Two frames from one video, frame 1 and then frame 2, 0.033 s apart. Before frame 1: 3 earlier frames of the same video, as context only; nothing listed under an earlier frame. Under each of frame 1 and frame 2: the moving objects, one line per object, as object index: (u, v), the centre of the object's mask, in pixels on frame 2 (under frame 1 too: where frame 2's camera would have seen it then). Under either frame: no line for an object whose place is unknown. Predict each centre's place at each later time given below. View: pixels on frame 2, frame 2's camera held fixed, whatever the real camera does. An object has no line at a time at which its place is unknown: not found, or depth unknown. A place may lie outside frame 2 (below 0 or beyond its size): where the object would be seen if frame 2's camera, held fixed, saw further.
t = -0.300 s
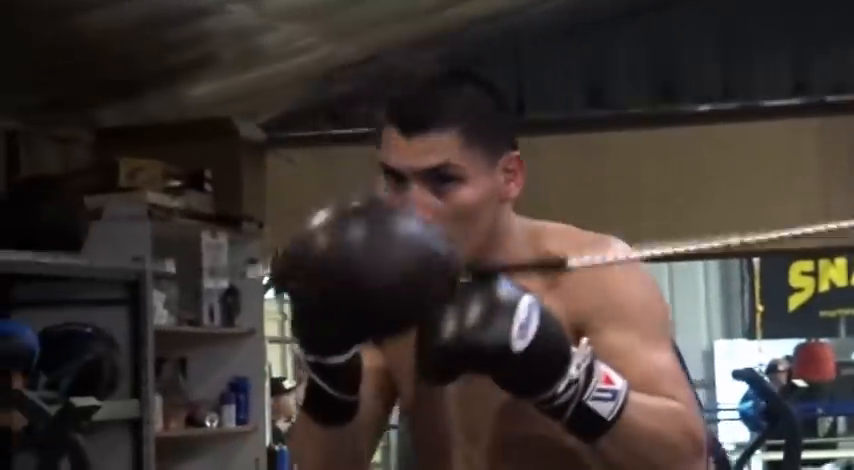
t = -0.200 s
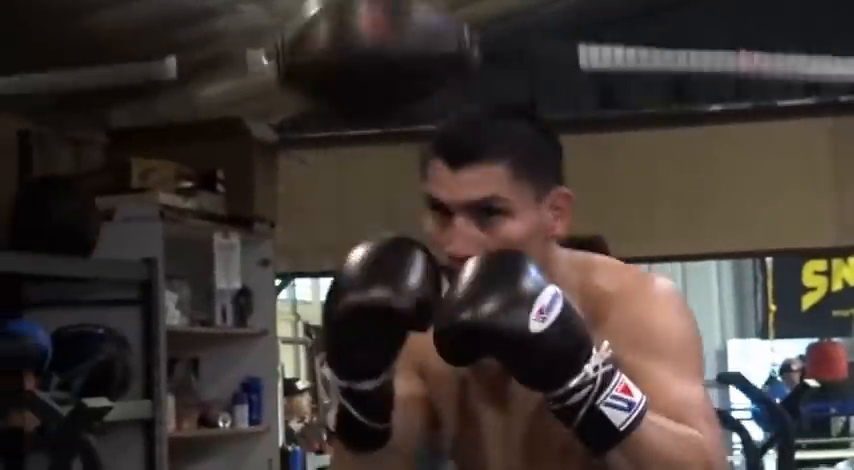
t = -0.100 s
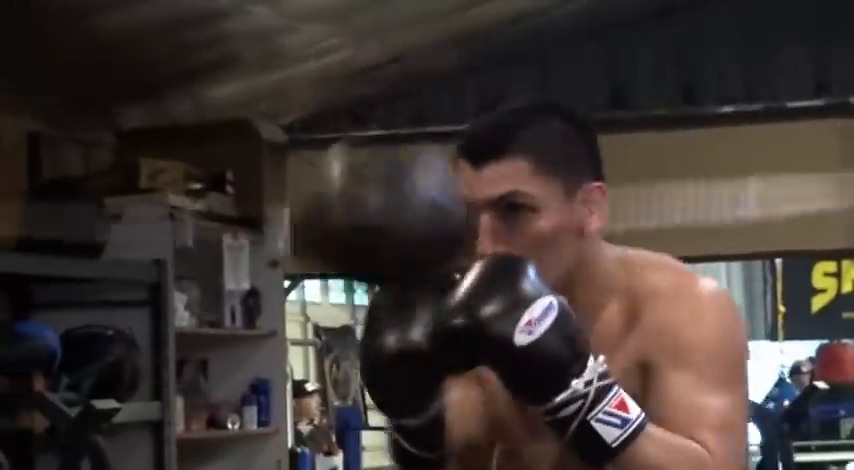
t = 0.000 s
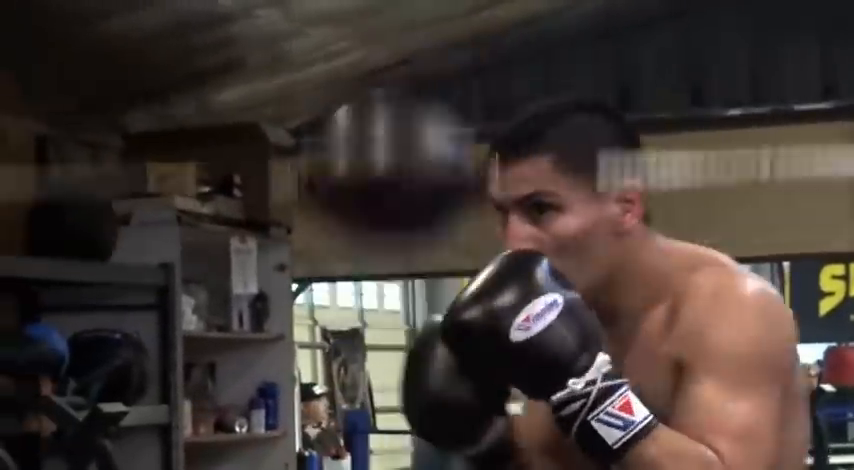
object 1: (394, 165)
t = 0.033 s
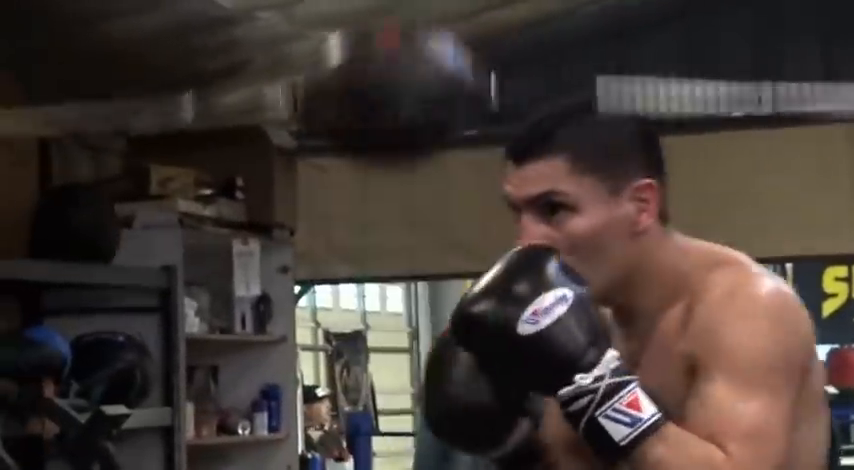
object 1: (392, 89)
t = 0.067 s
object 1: (381, 58)
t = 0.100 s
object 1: (386, 76)
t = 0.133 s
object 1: (394, 167)
